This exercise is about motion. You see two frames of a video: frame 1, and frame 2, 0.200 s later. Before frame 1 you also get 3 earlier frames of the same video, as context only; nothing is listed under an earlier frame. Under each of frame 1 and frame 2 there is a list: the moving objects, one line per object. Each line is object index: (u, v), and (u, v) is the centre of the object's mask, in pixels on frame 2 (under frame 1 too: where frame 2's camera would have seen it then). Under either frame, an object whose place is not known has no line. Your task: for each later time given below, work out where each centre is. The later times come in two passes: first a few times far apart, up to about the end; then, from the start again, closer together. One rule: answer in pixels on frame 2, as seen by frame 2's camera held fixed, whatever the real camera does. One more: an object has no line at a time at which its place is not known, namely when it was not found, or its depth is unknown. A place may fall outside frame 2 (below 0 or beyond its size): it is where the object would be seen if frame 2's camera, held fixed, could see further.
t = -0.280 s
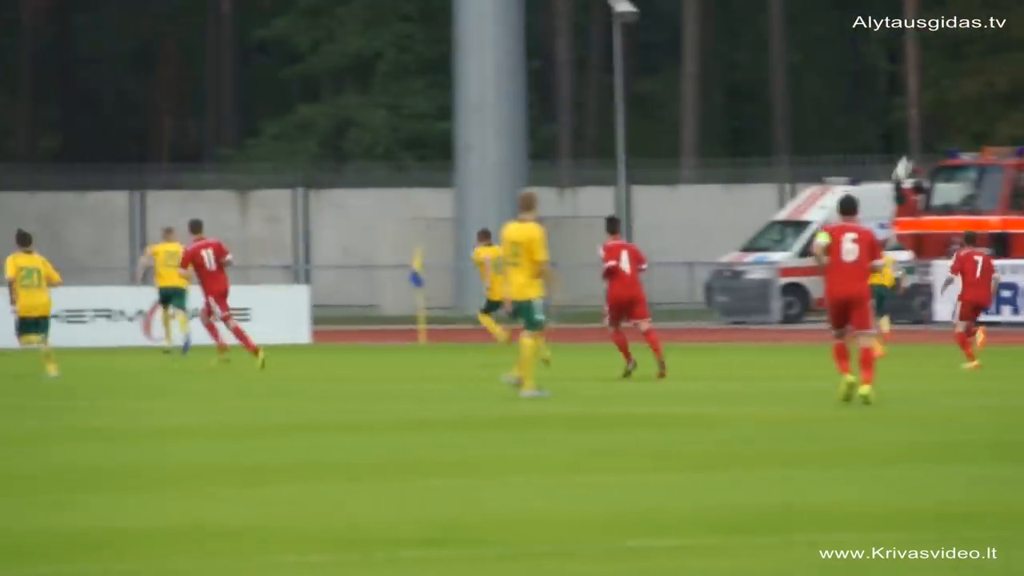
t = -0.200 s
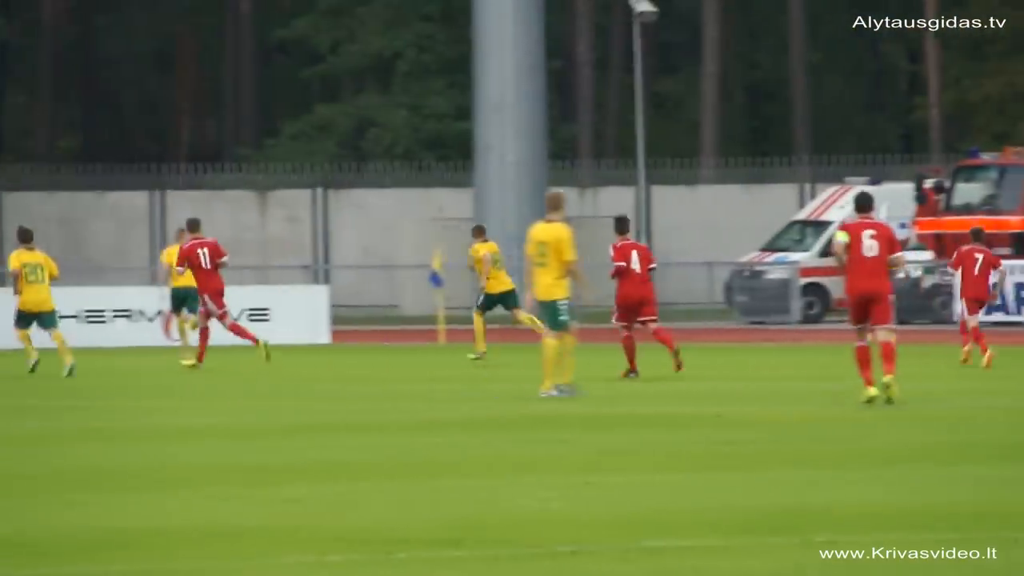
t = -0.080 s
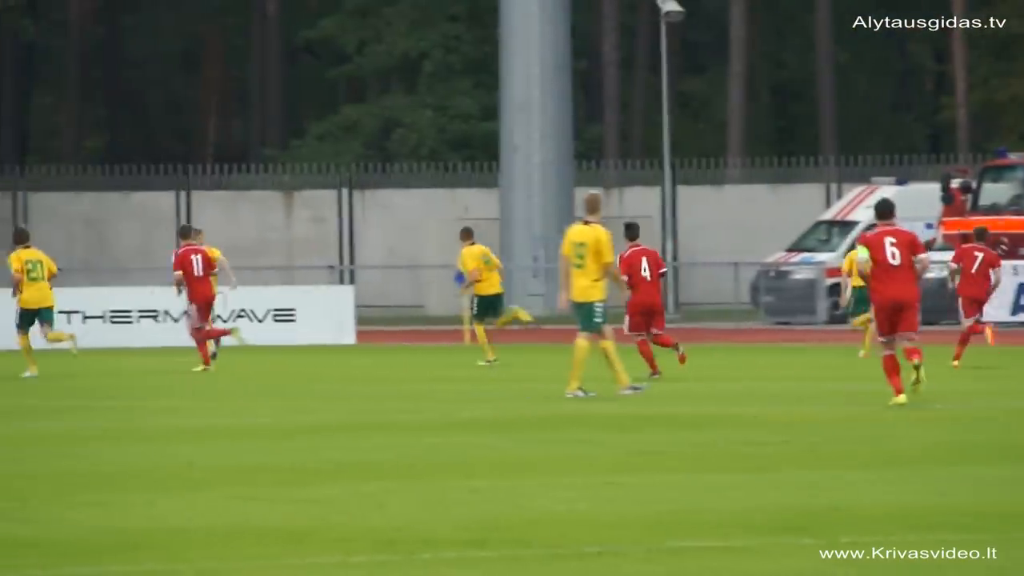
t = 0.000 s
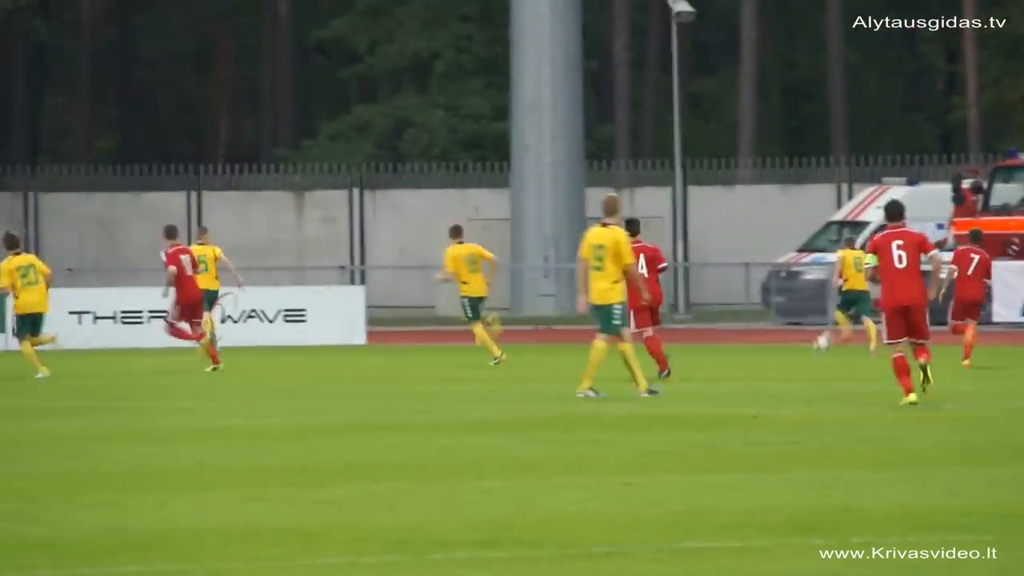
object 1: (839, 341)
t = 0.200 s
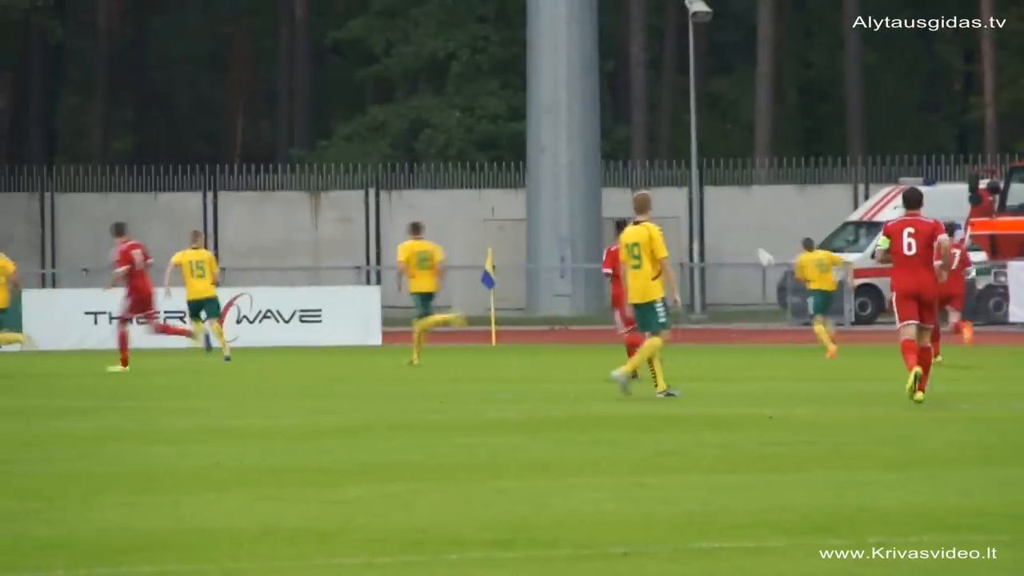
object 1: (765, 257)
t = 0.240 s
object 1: (751, 243)
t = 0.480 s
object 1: (664, 184)
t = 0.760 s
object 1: (568, 169)
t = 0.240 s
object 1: (751, 243)
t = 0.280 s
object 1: (735, 230)
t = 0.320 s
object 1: (721, 218)
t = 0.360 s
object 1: (706, 208)
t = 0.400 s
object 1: (693, 199)
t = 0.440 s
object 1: (679, 190)
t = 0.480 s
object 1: (664, 184)
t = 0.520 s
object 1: (650, 179)
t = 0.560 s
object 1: (636, 175)
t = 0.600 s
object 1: (623, 171)
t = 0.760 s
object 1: (568, 169)
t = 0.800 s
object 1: (554, 171)
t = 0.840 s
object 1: (540, 174)
